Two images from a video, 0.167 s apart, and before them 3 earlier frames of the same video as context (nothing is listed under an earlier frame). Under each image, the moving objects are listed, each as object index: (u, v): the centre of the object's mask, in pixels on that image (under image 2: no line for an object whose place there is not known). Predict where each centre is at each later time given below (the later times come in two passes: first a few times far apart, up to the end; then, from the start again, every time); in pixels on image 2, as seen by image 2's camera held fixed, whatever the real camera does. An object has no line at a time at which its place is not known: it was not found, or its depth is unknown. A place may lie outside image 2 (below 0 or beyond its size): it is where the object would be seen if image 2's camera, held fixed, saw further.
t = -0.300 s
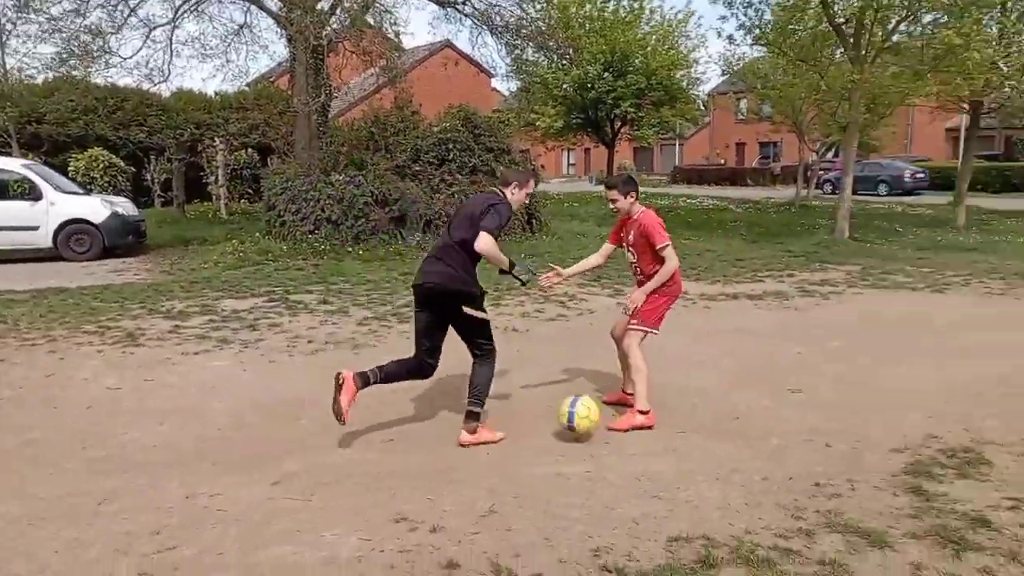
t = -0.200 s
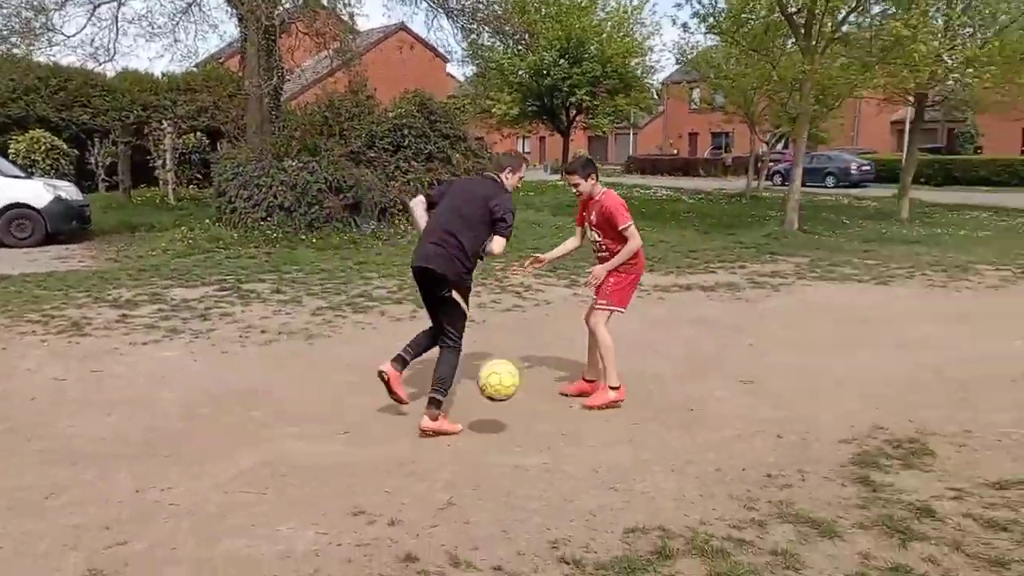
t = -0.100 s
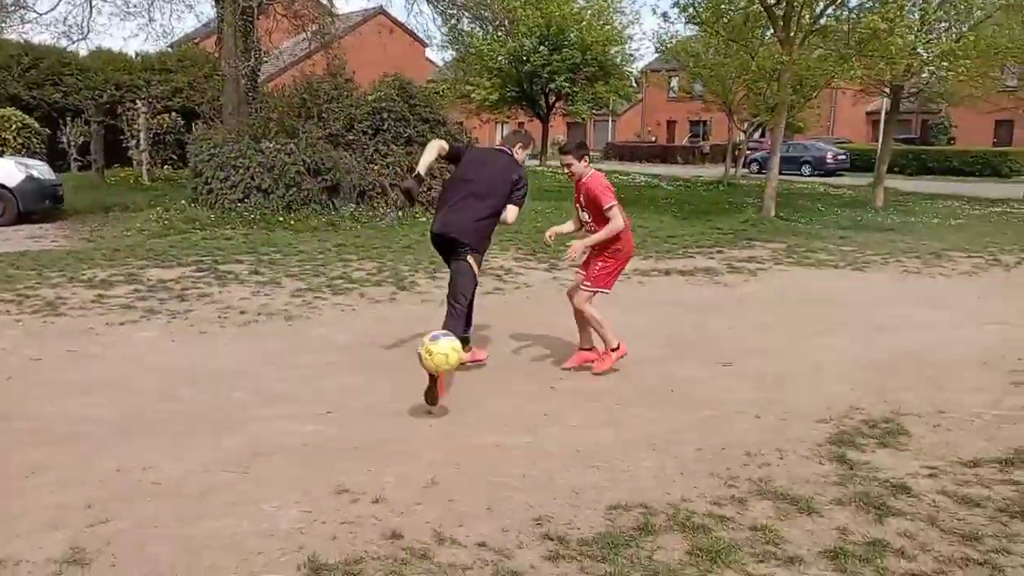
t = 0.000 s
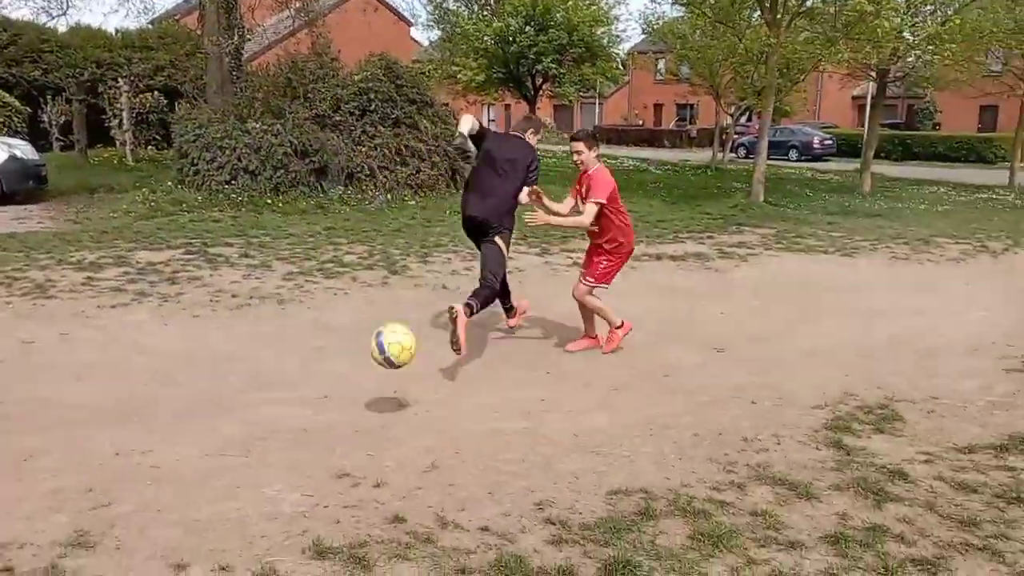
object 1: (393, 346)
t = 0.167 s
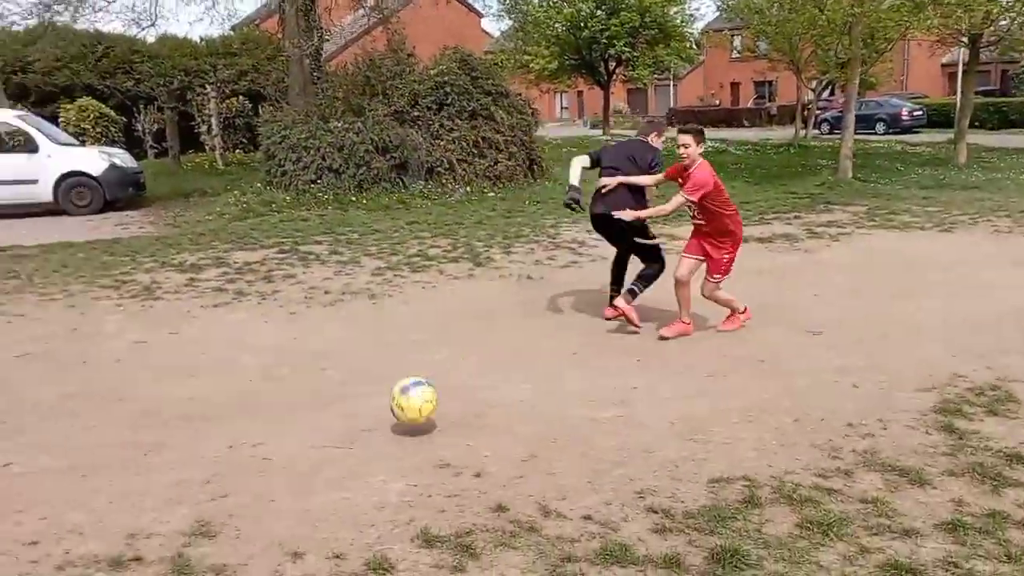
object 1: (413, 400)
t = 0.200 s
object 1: (399, 419)
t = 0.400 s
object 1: (305, 384)
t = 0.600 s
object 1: (206, 439)
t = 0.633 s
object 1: (189, 459)
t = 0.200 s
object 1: (399, 419)
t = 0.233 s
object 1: (384, 407)
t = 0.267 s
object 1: (369, 399)
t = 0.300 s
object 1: (353, 392)
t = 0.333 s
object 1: (338, 387)
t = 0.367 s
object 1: (322, 384)
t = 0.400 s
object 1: (305, 384)
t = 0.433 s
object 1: (289, 386)
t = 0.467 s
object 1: (272, 391)
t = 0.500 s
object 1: (255, 399)
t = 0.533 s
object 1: (239, 409)
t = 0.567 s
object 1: (222, 422)
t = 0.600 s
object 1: (206, 439)
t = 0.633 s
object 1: (189, 459)
